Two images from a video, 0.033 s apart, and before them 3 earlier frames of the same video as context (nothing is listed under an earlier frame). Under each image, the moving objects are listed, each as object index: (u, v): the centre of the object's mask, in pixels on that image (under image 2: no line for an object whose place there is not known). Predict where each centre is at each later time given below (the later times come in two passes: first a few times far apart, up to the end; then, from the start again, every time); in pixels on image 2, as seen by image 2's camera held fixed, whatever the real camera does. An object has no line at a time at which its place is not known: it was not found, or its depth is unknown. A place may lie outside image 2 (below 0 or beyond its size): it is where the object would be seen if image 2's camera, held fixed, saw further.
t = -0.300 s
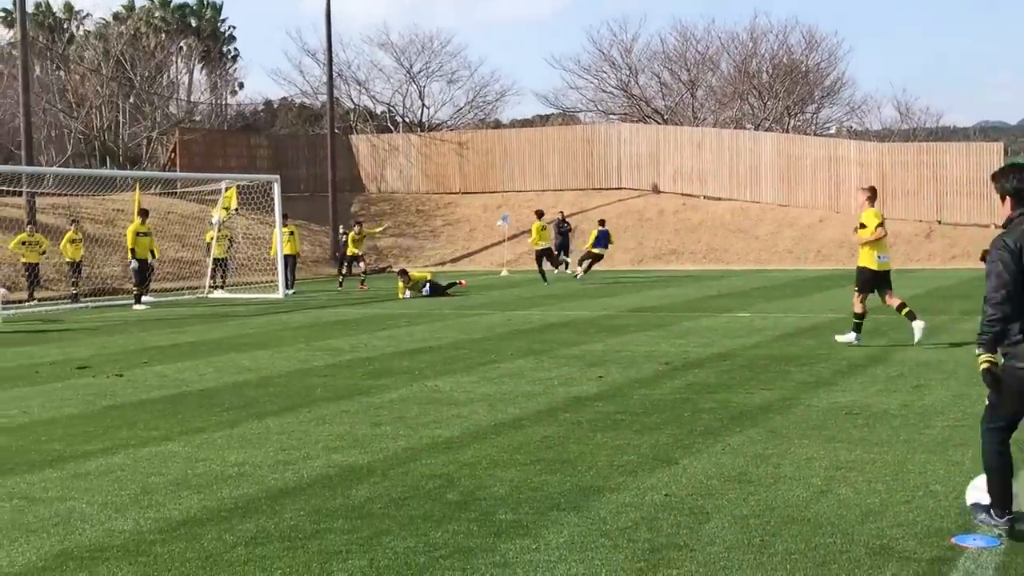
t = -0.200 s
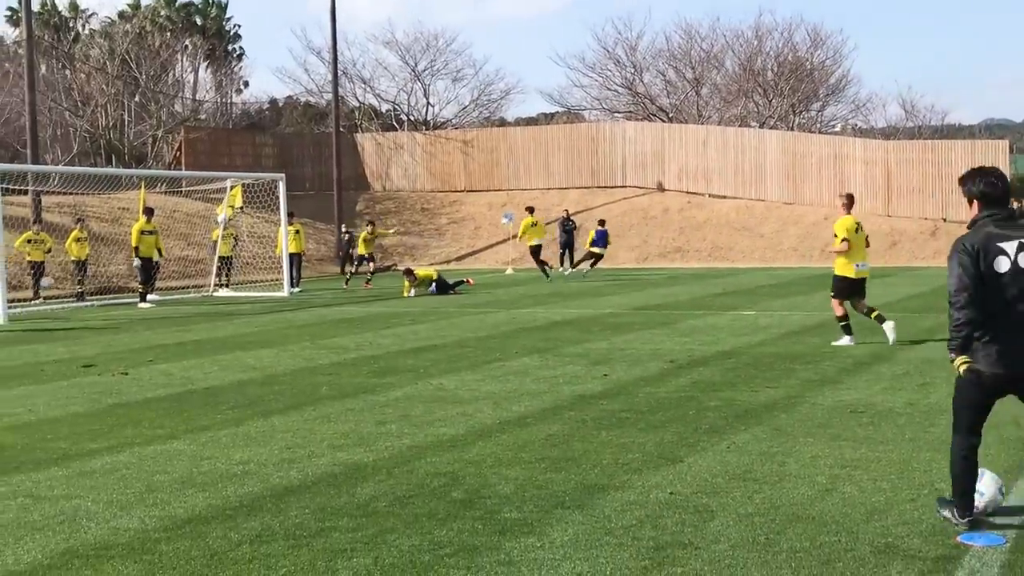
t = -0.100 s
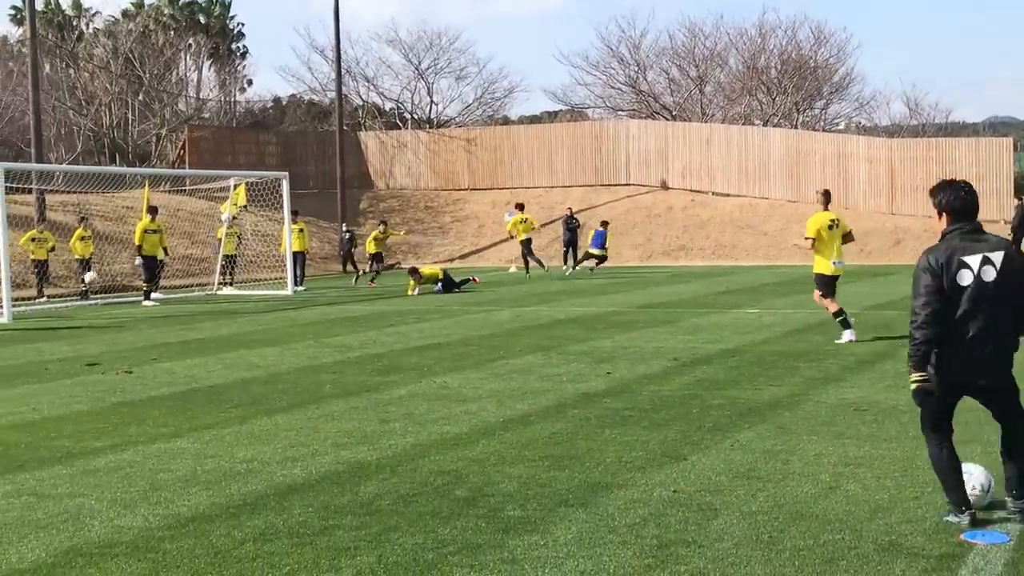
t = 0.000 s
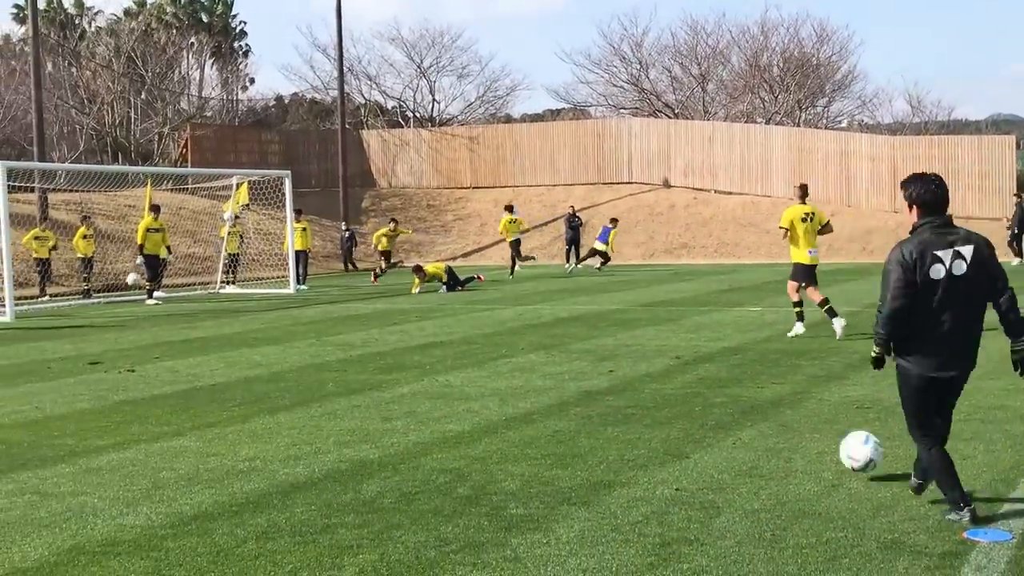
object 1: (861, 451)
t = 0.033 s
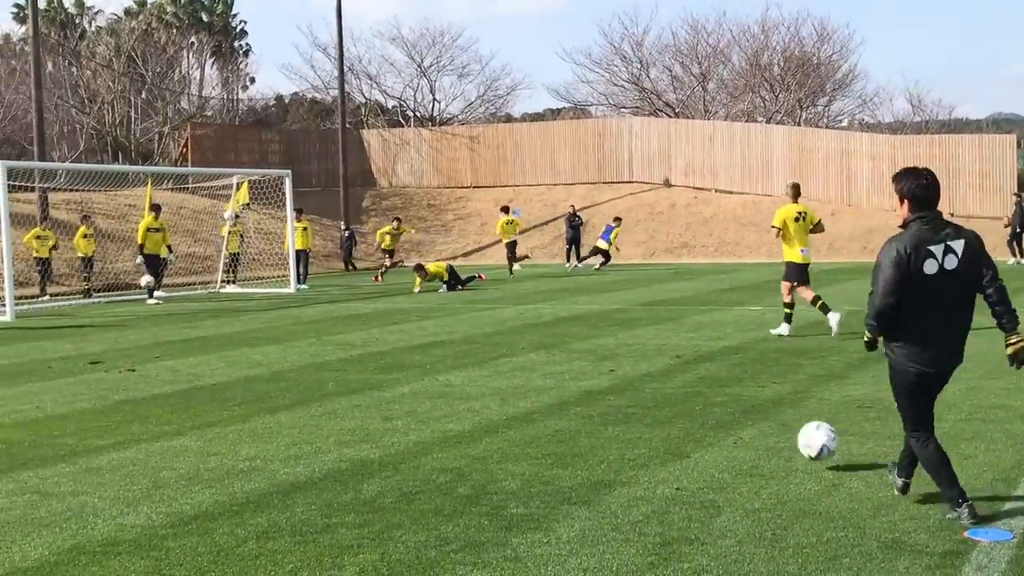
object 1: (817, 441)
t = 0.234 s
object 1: (627, 398)
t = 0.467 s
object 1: (497, 379)
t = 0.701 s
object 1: (416, 358)
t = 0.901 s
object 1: (372, 346)
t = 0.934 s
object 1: (365, 343)
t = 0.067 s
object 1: (777, 433)
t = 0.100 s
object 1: (741, 428)
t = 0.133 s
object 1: (707, 424)
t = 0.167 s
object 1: (678, 420)
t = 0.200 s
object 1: (651, 408)
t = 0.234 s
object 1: (627, 398)
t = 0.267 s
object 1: (605, 390)
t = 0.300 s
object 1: (583, 385)
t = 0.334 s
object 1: (564, 381)
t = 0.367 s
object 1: (545, 379)
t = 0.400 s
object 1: (528, 377)
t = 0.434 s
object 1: (512, 377)
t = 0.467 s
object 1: (497, 379)
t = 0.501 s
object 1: (483, 373)
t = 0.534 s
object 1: (471, 368)
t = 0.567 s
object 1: (459, 364)
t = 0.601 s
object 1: (448, 362)
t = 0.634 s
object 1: (437, 361)
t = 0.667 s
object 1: (427, 360)
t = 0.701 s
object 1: (416, 358)
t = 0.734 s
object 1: (409, 354)
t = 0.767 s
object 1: (400, 352)
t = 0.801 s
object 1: (392, 350)
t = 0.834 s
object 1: (385, 350)
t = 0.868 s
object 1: (378, 349)
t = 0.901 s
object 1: (372, 346)
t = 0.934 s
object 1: (365, 343)
